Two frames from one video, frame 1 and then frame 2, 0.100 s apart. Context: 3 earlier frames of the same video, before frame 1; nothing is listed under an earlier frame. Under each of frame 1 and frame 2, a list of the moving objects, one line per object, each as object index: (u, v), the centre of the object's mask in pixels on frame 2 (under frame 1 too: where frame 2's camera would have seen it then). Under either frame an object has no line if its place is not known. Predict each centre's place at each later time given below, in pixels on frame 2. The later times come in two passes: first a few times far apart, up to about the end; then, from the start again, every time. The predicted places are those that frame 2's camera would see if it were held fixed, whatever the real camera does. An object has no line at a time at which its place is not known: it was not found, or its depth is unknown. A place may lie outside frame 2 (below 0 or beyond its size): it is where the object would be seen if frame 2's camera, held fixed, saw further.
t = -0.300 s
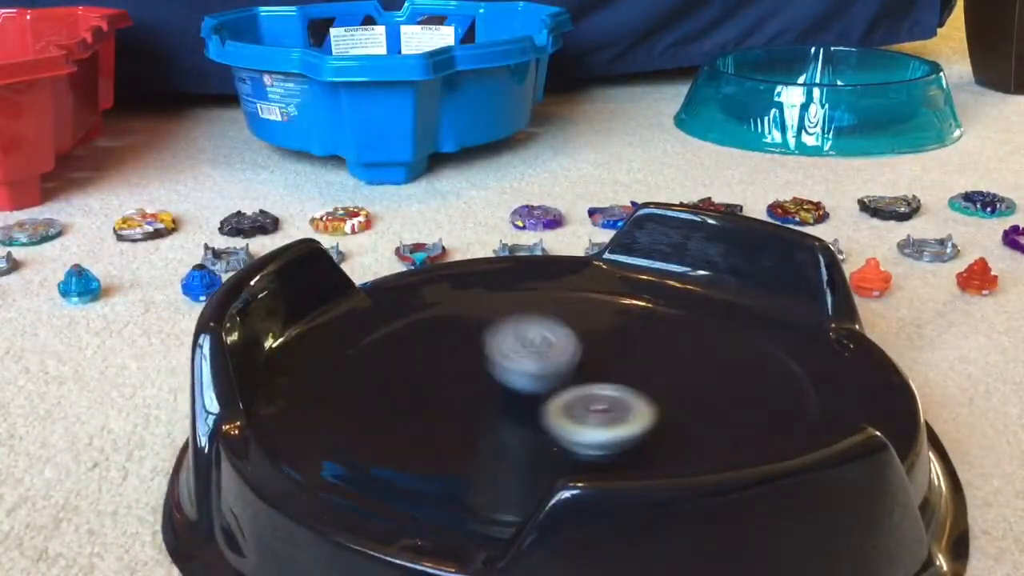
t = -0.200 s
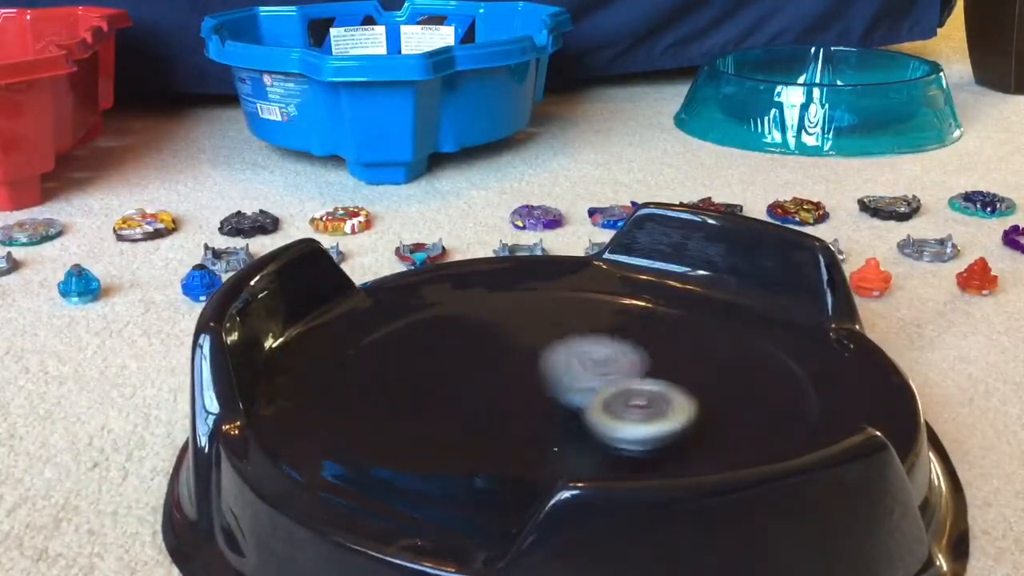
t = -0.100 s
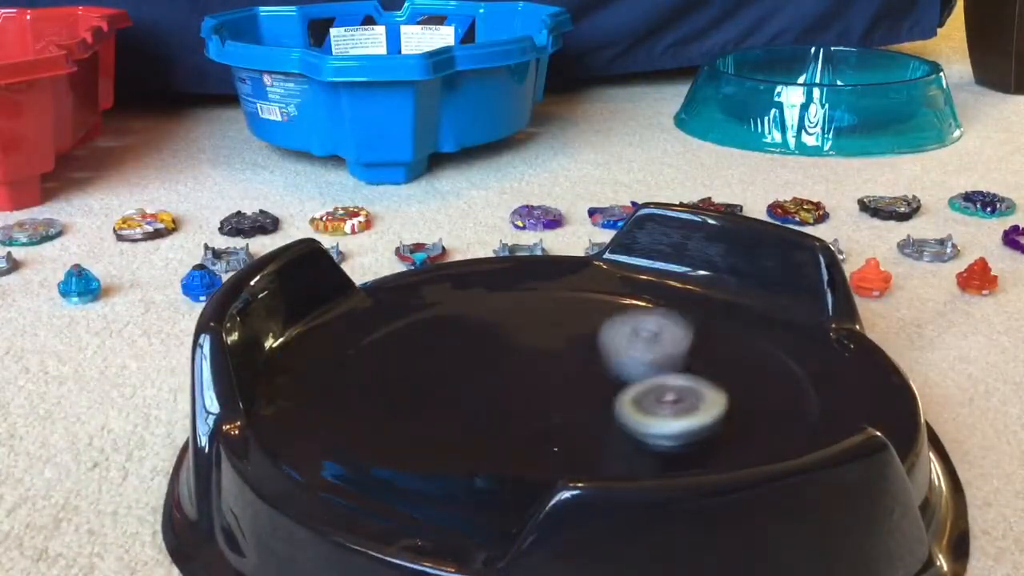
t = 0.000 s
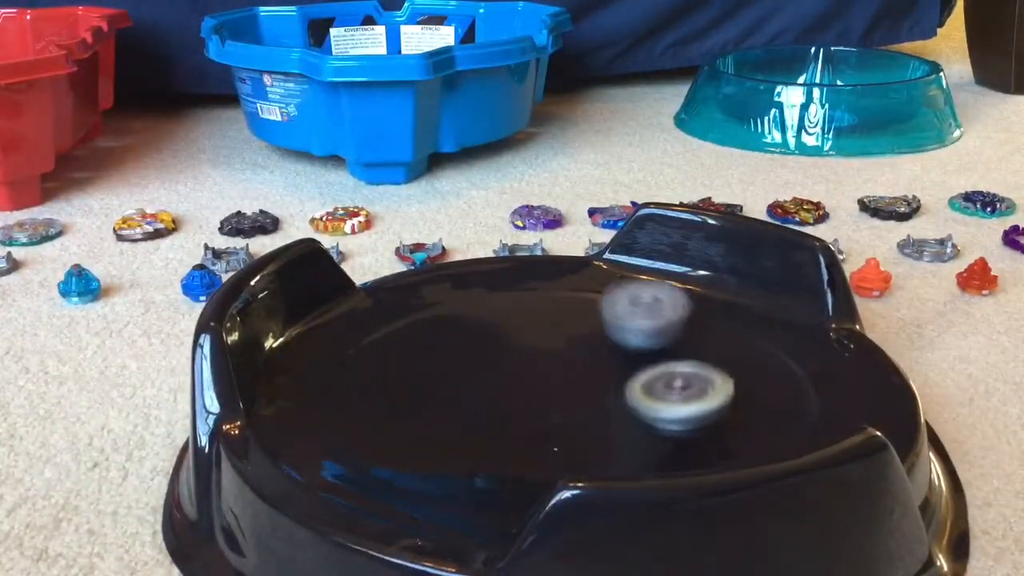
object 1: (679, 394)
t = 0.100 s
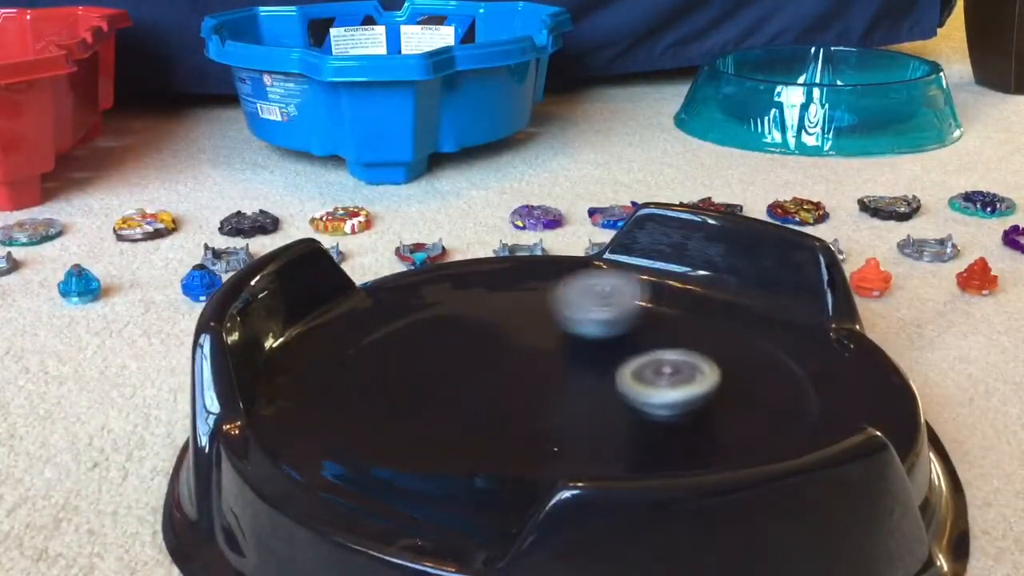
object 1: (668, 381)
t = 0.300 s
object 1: (615, 370)
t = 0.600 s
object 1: (599, 387)
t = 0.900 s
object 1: (545, 363)
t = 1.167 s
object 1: (469, 367)
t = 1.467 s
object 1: (428, 395)
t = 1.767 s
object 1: (524, 403)
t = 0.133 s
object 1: (660, 377)
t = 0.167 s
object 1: (652, 374)
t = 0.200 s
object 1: (643, 373)
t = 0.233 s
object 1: (633, 371)
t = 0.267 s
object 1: (623, 370)
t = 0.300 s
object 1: (615, 370)
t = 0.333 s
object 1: (623, 373)
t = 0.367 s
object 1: (632, 377)
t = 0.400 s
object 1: (634, 380)
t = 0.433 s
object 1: (632, 383)
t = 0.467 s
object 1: (627, 385)
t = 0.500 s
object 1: (621, 388)
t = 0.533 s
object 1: (613, 390)
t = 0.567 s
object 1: (607, 389)
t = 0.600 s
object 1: (599, 387)
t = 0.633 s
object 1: (592, 387)
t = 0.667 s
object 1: (587, 388)
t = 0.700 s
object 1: (582, 389)
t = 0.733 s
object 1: (576, 385)
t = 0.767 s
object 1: (569, 378)
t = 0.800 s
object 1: (562, 373)
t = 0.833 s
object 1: (556, 368)
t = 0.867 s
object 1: (550, 365)
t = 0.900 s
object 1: (545, 363)
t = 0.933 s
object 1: (539, 363)
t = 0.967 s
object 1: (532, 363)
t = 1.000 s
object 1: (526, 363)
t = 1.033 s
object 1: (519, 363)
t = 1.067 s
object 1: (510, 363)
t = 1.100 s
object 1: (496, 365)
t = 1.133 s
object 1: (480, 366)
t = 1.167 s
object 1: (469, 367)
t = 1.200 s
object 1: (462, 369)
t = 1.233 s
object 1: (457, 371)
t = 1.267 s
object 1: (455, 374)
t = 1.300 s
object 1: (442, 379)
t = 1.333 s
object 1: (429, 384)
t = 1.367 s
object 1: (423, 387)
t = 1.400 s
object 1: (421, 390)
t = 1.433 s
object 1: (423, 392)
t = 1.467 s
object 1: (428, 395)
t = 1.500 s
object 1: (434, 397)
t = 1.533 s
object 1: (442, 399)
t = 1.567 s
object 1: (452, 401)
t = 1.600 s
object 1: (463, 403)
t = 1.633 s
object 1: (475, 404)
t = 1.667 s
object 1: (488, 406)
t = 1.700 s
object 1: (501, 405)
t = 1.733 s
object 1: (513, 404)
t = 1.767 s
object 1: (524, 403)
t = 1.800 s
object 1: (535, 401)
